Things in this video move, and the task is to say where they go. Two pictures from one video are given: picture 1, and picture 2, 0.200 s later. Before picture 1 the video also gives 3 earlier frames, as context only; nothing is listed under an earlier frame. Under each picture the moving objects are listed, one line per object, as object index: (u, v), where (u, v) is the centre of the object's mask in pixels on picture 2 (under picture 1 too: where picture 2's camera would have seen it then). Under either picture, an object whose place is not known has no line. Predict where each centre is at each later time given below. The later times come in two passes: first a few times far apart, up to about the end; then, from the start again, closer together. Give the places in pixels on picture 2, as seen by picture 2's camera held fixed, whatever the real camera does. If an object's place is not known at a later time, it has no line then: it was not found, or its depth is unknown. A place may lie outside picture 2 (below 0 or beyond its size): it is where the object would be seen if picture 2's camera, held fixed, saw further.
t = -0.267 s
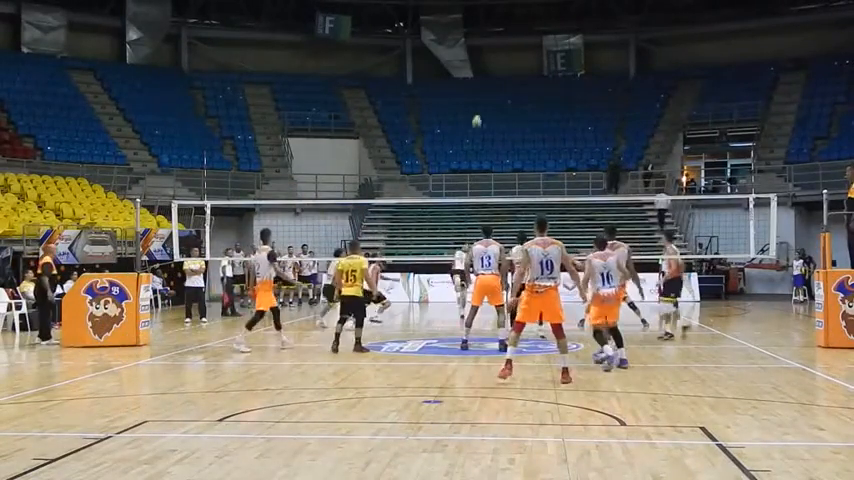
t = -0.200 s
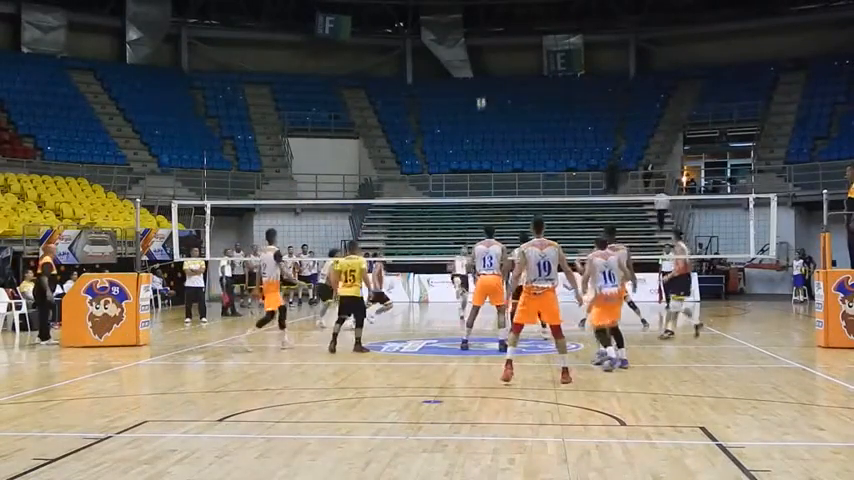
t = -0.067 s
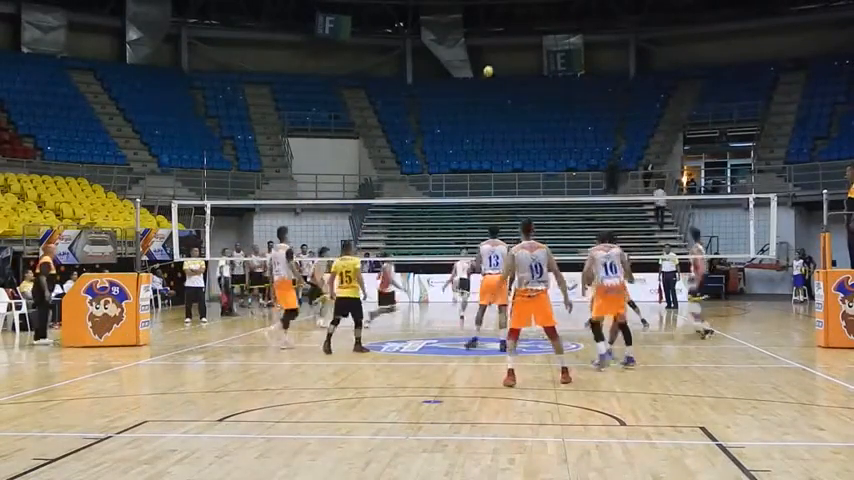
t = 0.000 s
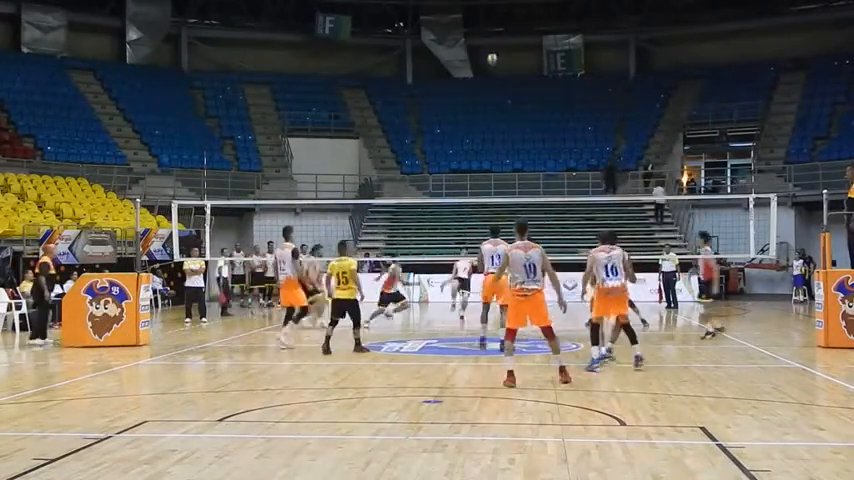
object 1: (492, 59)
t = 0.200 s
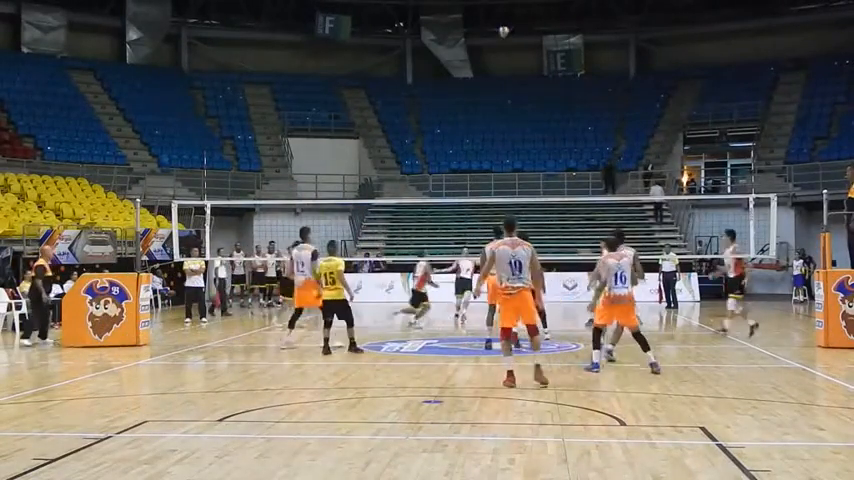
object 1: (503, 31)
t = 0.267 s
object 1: (507, 26)
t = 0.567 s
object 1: (525, 27)
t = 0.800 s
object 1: (540, 57)
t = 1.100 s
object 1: (559, 133)
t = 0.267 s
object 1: (507, 26)
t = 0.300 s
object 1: (509, 24)
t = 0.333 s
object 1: (510, 22)
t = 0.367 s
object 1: (513, 22)
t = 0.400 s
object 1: (515, 22)
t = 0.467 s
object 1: (519, 22)
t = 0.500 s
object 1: (521, 23)
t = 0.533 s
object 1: (523, 25)
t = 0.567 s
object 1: (525, 27)
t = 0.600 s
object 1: (527, 30)
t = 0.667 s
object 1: (531, 36)
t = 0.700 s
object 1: (533, 41)
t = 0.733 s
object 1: (535, 46)
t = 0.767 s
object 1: (538, 51)
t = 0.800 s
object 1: (540, 57)
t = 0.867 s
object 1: (544, 70)
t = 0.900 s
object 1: (546, 78)
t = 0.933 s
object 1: (548, 86)
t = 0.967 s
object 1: (550, 94)
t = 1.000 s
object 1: (553, 104)
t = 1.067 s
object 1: (557, 123)
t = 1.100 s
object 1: (559, 133)
